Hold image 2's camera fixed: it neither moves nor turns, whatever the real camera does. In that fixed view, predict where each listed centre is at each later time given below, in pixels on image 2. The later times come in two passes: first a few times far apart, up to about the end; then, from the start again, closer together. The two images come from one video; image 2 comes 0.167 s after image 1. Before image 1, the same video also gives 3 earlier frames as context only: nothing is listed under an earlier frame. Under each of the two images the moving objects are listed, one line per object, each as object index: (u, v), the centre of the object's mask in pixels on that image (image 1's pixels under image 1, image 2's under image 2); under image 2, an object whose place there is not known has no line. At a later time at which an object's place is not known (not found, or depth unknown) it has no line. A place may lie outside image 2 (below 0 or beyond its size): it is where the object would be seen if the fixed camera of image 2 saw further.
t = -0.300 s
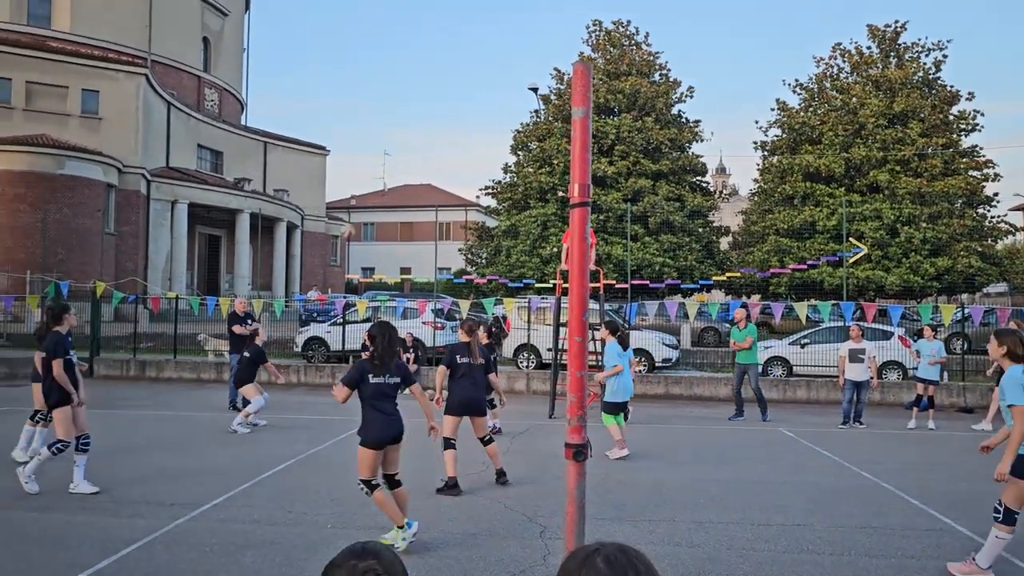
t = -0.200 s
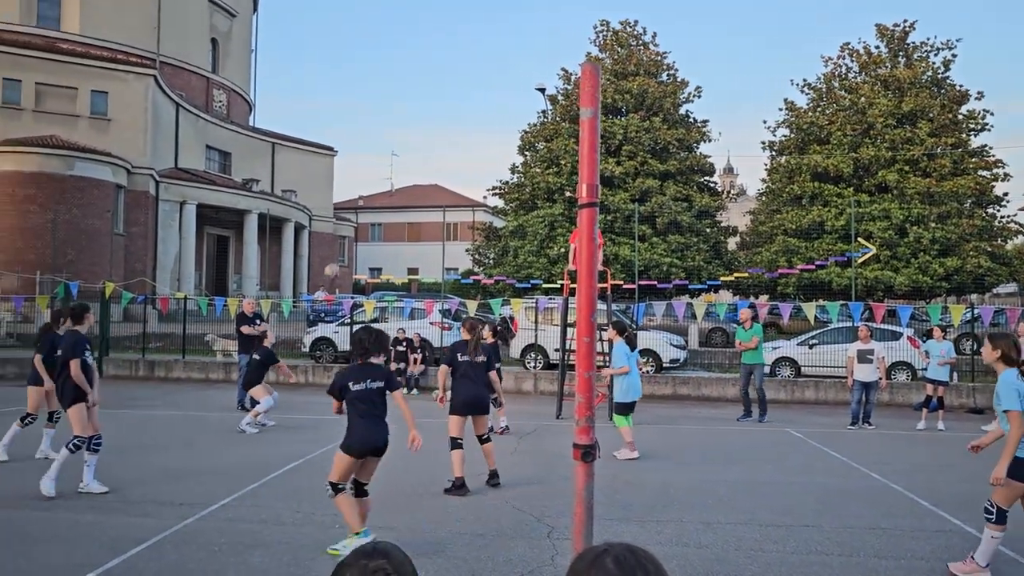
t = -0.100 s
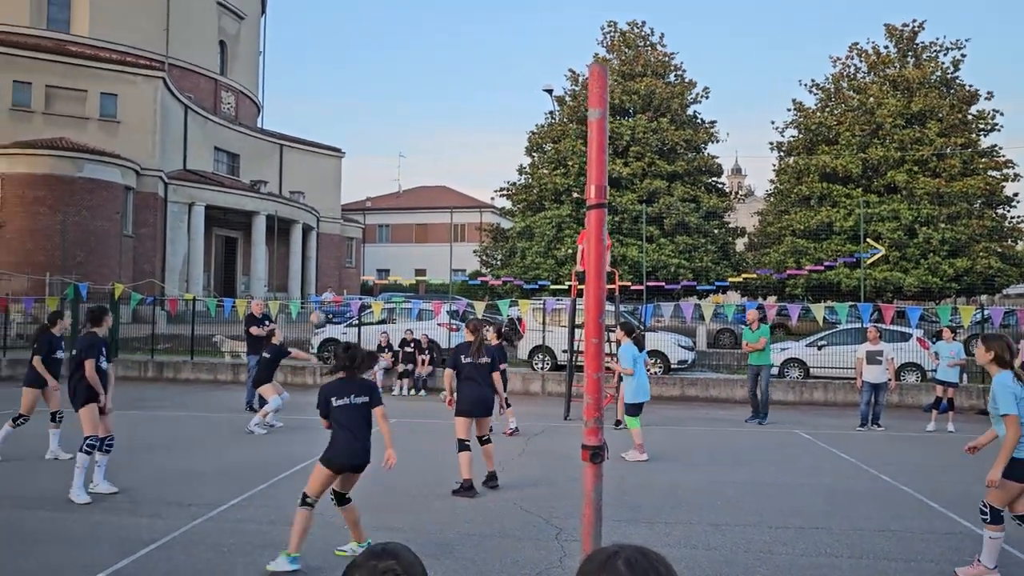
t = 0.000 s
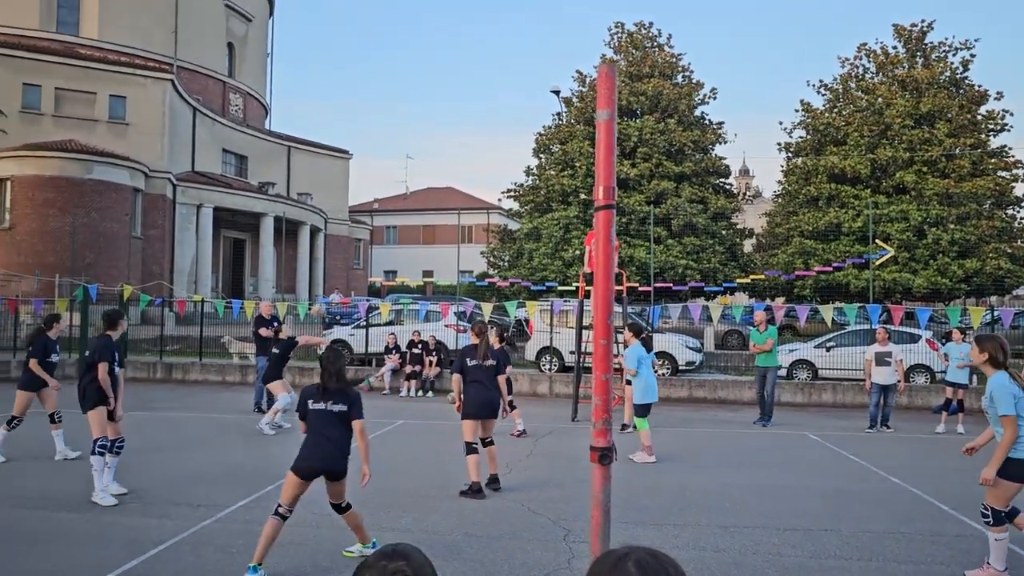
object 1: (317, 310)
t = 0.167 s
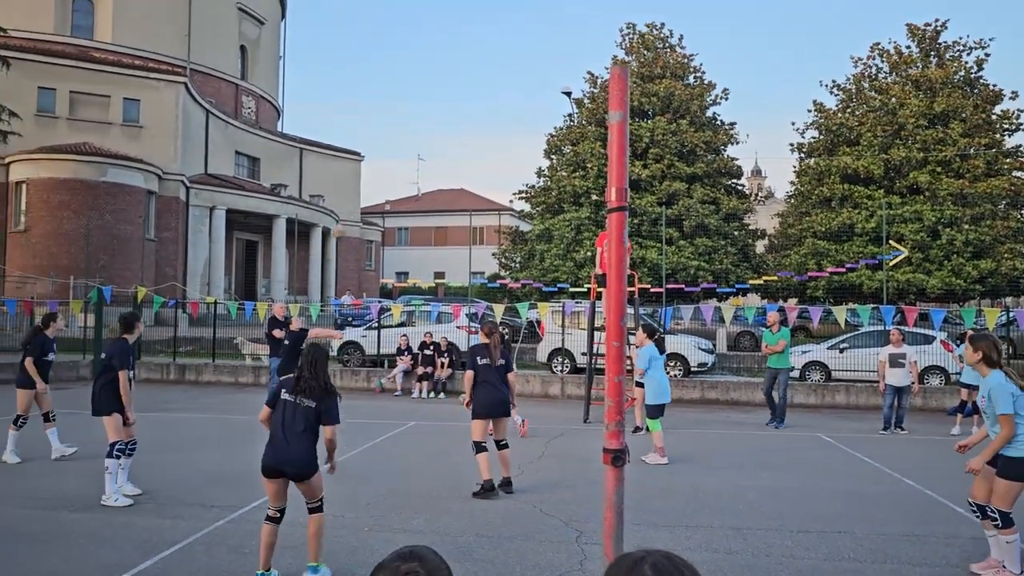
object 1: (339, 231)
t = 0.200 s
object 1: (340, 217)
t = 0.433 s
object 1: (349, 137)
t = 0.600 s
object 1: (355, 101)
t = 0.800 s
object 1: (361, 87)
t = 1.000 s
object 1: (367, 105)
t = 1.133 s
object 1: (371, 140)
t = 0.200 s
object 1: (340, 217)
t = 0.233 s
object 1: (342, 204)
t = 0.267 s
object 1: (343, 192)
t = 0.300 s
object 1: (344, 180)
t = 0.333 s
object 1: (346, 168)
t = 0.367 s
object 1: (347, 157)
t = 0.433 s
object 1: (349, 137)
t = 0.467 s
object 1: (350, 128)
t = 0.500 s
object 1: (352, 121)
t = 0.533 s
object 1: (353, 114)
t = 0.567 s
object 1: (354, 107)
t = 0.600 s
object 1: (355, 101)
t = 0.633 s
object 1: (356, 97)
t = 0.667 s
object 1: (357, 93)
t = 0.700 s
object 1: (358, 90)
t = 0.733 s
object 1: (359, 88)
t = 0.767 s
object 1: (360, 87)
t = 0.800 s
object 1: (361, 87)
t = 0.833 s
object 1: (362, 87)
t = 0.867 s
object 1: (363, 89)
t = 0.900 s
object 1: (365, 91)
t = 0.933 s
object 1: (365, 95)
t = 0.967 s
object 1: (366, 99)
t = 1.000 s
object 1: (367, 105)
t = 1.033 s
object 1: (368, 112)
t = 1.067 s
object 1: (369, 120)
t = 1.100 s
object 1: (370, 129)
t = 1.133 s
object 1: (371, 140)
